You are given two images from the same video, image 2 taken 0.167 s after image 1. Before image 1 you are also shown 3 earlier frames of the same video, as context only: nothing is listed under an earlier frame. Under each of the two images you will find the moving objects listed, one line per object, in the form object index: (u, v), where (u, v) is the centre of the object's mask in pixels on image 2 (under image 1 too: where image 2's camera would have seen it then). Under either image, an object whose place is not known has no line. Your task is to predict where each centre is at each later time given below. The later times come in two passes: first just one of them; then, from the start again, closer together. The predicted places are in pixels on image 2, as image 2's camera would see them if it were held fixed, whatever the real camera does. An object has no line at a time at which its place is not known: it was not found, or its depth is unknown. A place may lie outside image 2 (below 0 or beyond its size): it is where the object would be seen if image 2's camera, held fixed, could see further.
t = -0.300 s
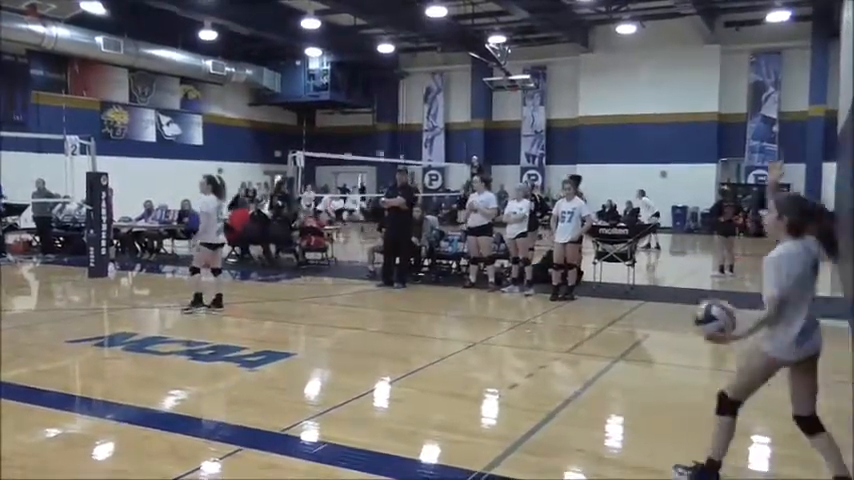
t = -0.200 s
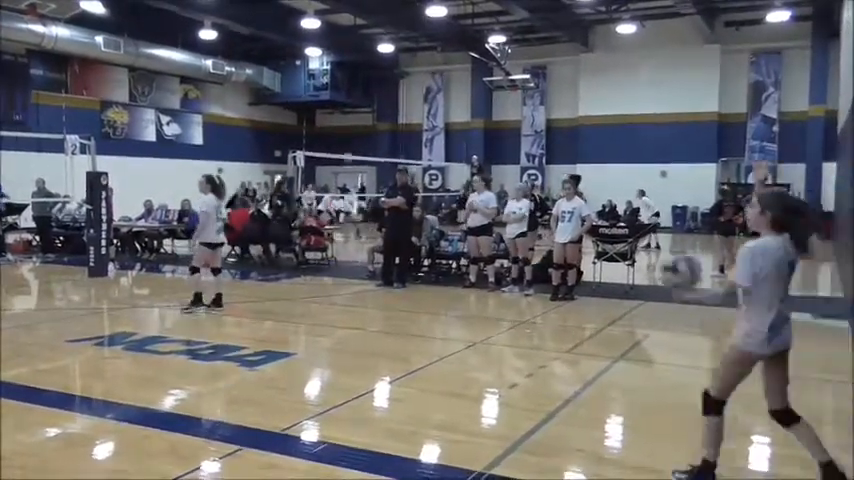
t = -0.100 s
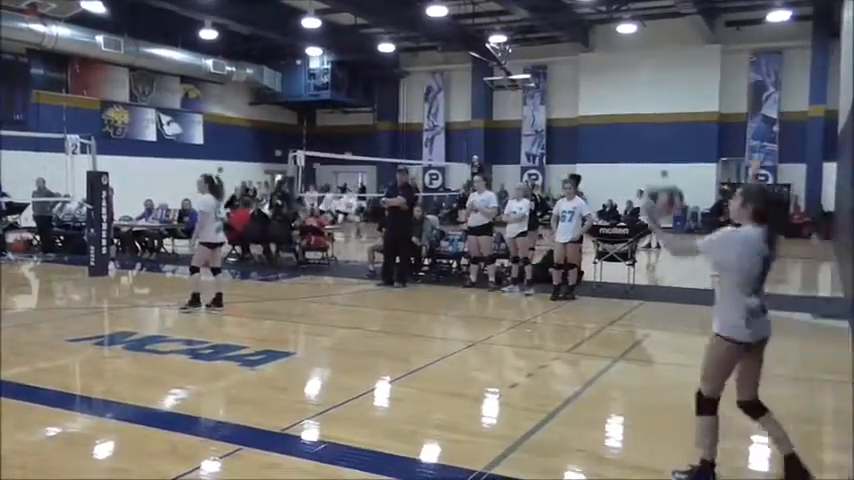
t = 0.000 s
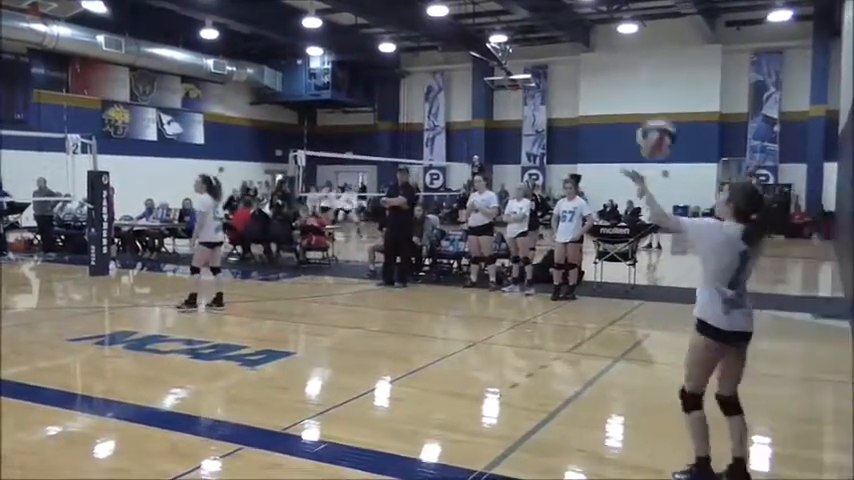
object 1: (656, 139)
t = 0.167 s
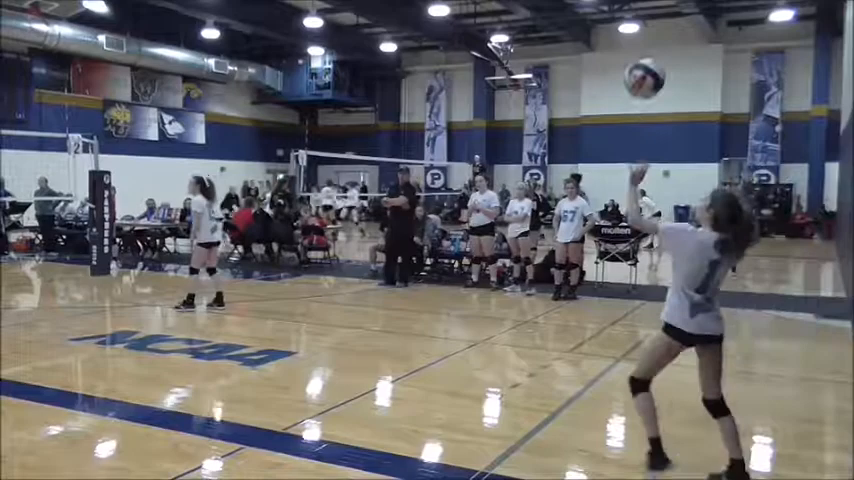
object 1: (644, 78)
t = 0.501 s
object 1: (615, 110)
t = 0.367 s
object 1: (625, 80)
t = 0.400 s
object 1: (616, 78)
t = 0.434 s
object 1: (615, 84)
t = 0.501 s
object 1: (615, 110)
